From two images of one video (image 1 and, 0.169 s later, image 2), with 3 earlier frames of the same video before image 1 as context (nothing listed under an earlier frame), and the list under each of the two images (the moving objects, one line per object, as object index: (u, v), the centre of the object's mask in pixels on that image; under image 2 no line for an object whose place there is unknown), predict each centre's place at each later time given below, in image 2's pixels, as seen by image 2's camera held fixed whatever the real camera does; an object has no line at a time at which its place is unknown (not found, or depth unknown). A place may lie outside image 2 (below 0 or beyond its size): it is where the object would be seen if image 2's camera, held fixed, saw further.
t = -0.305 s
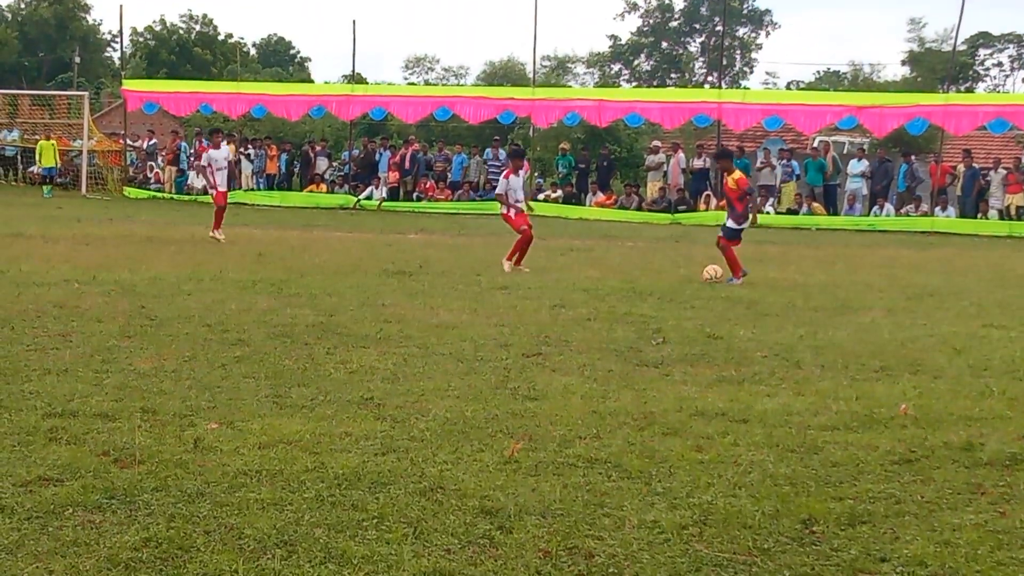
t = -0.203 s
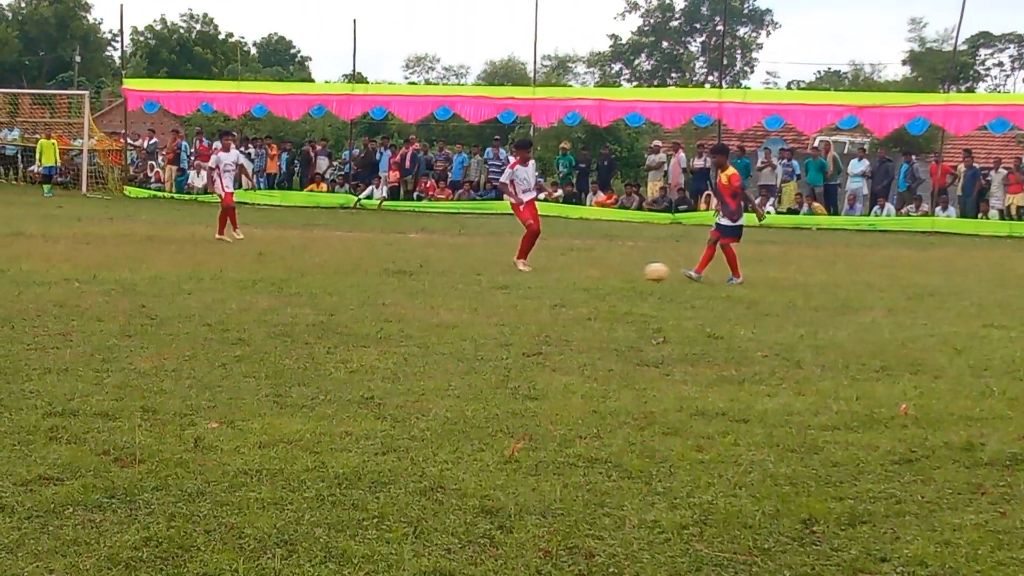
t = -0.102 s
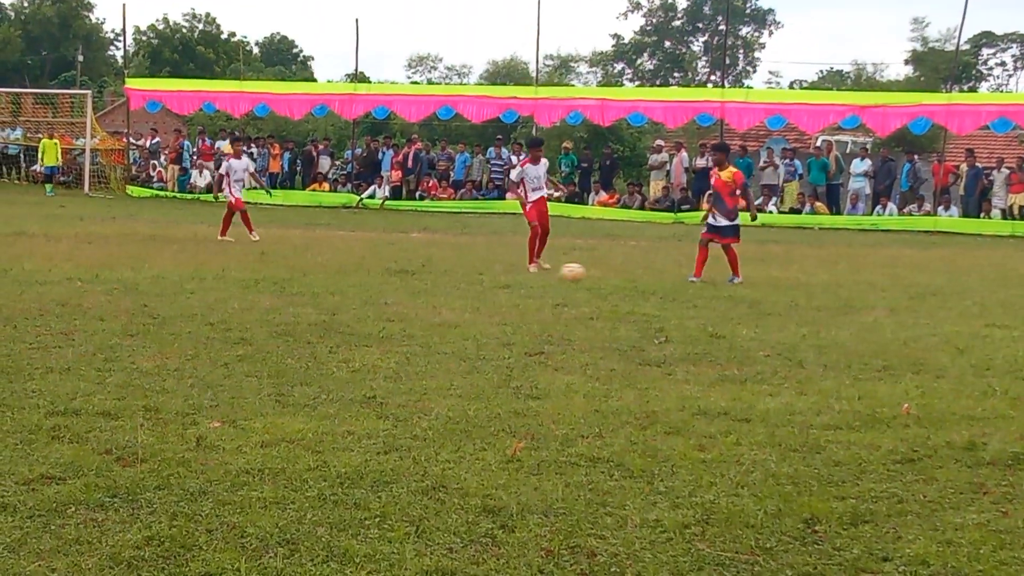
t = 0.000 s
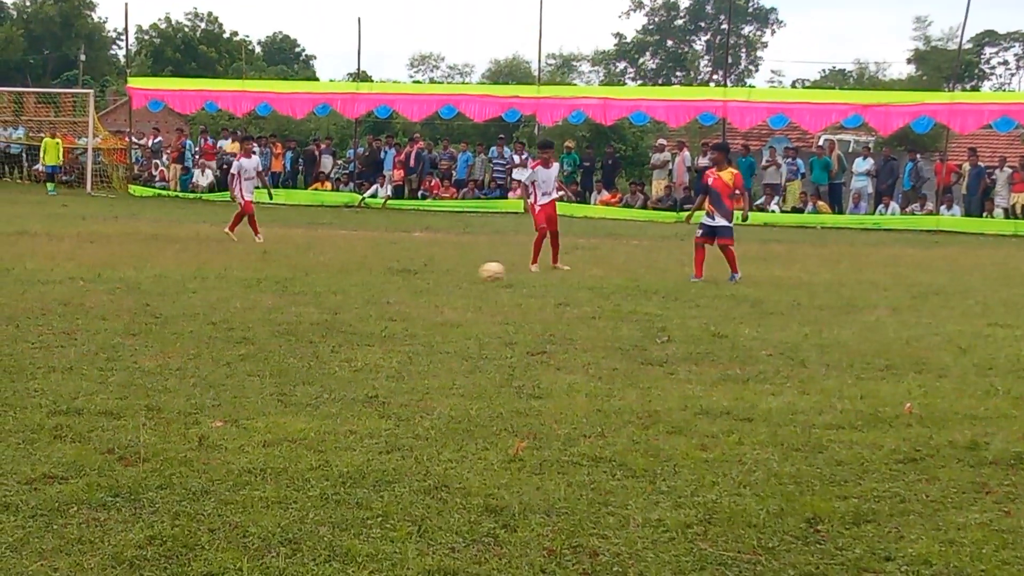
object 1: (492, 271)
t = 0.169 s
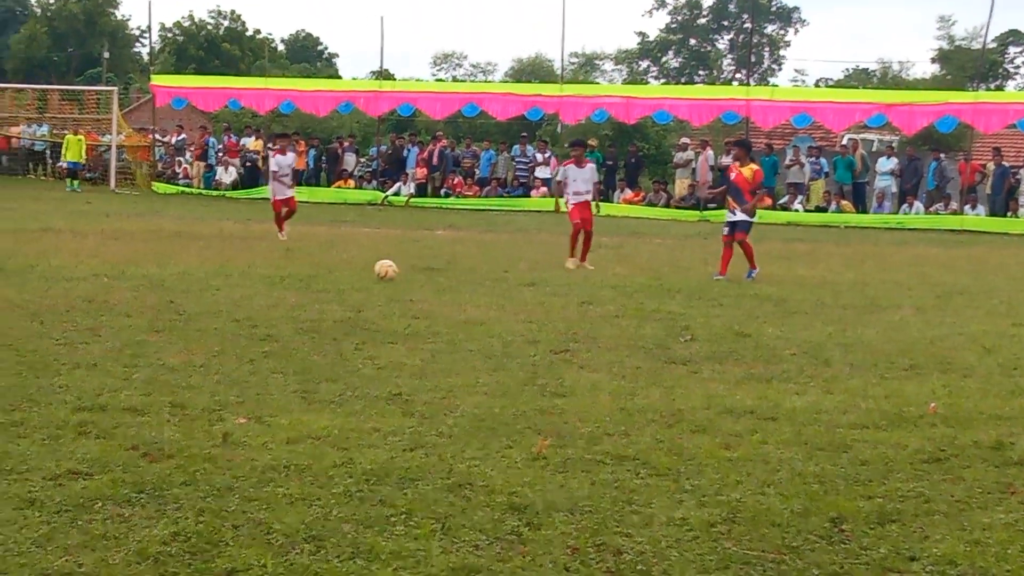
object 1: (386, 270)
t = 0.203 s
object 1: (367, 268)
